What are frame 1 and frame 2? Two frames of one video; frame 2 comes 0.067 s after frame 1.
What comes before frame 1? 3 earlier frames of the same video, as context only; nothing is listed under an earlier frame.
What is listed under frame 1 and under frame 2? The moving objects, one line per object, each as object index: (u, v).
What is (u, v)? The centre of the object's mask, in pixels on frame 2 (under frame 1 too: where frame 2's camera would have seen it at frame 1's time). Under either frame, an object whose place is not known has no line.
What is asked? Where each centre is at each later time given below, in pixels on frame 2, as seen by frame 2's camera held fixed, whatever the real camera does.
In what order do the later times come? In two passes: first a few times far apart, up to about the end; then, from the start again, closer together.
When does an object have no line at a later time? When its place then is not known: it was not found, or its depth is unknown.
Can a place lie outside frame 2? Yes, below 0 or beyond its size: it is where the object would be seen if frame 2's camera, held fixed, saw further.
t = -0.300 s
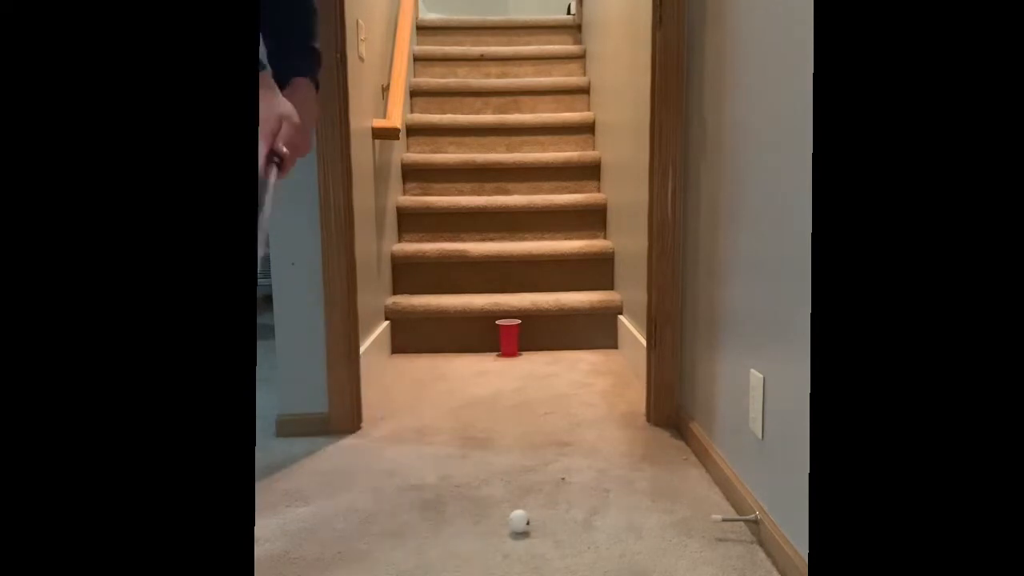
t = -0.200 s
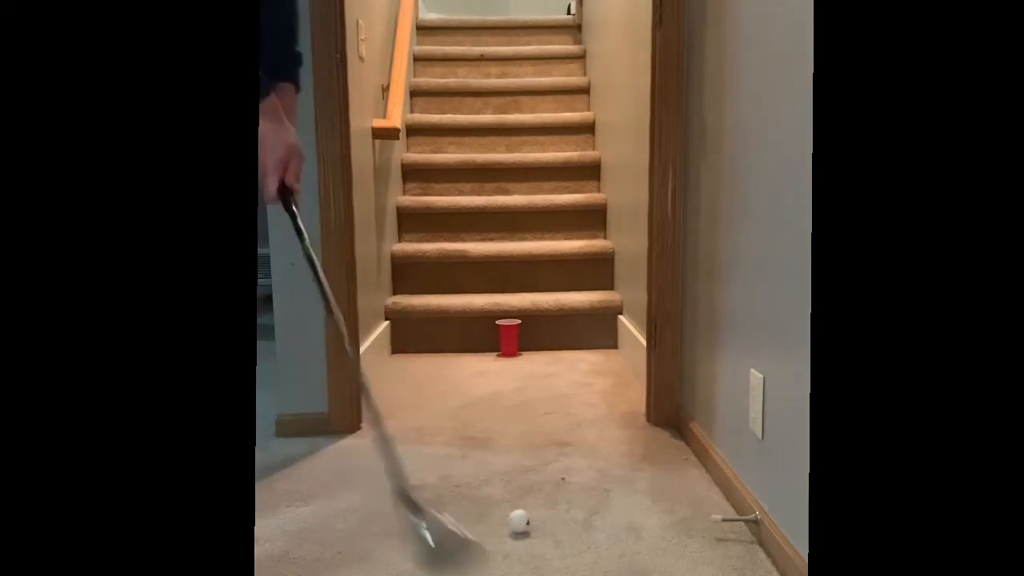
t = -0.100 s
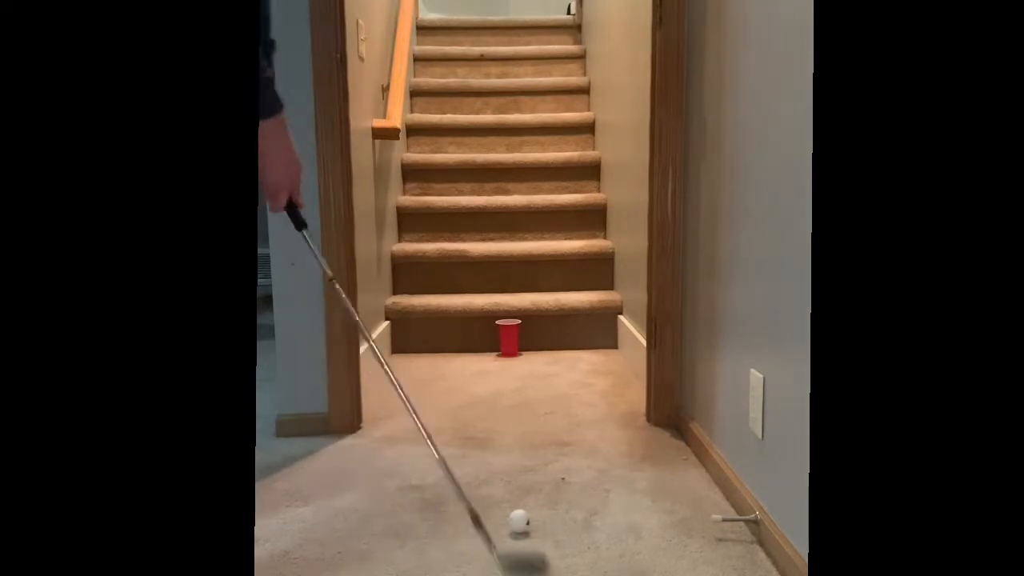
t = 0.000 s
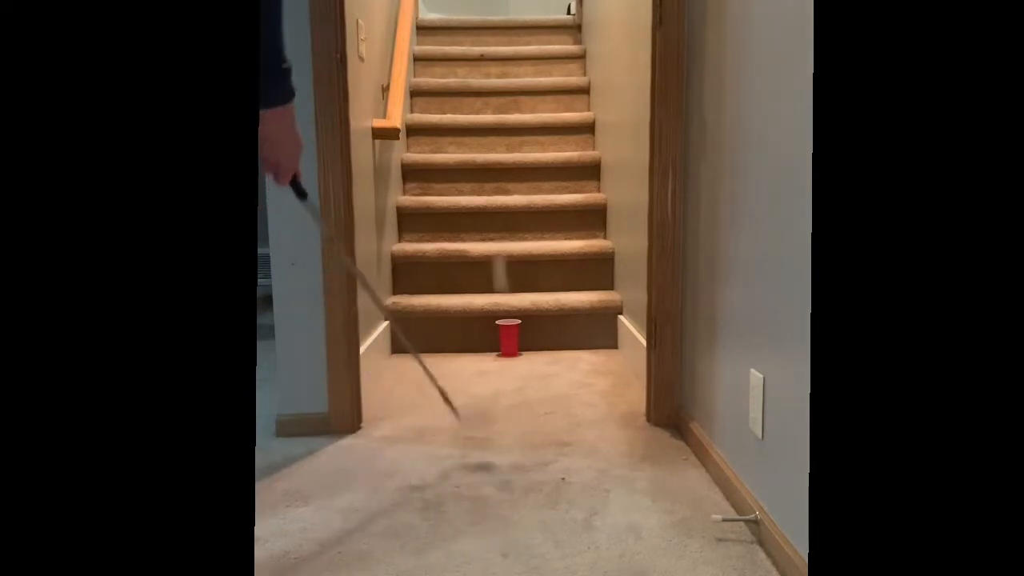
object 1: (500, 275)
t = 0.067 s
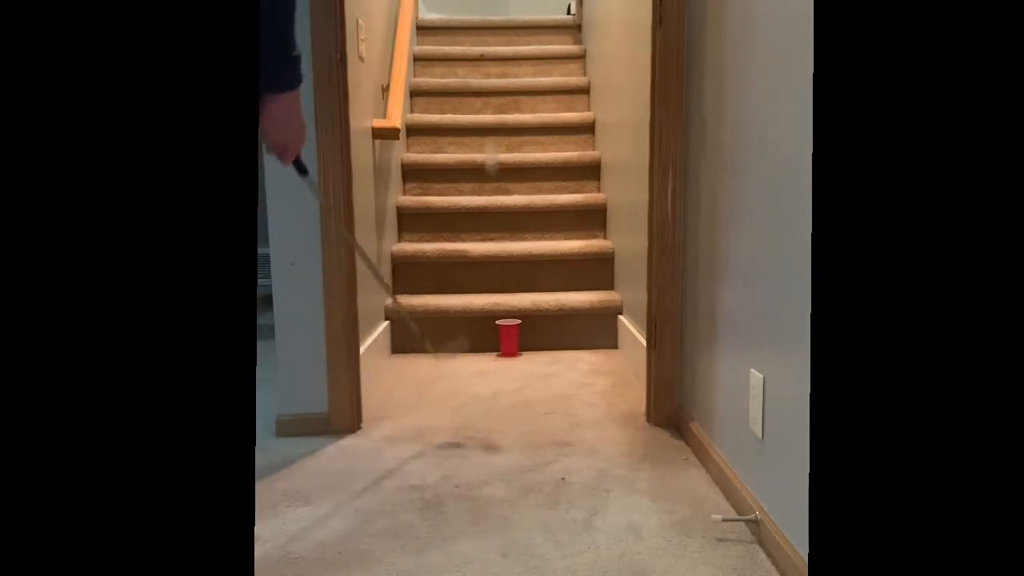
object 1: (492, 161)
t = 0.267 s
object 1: (478, 4)
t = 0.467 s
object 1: (476, 2)
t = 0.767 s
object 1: (478, 63)
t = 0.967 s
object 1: (481, 62)
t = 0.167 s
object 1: (482, 57)
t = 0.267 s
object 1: (478, 4)
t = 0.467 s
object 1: (476, 2)
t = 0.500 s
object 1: (476, 6)
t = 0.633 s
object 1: (477, 52)
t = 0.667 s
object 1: (478, 63)
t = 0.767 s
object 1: (478, 63)
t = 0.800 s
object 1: (478, 57)
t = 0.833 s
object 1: (479, 53)
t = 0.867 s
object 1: (479, 53)
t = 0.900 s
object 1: (480, 53)
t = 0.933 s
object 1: (481, 56)
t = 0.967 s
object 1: (481, 62)
